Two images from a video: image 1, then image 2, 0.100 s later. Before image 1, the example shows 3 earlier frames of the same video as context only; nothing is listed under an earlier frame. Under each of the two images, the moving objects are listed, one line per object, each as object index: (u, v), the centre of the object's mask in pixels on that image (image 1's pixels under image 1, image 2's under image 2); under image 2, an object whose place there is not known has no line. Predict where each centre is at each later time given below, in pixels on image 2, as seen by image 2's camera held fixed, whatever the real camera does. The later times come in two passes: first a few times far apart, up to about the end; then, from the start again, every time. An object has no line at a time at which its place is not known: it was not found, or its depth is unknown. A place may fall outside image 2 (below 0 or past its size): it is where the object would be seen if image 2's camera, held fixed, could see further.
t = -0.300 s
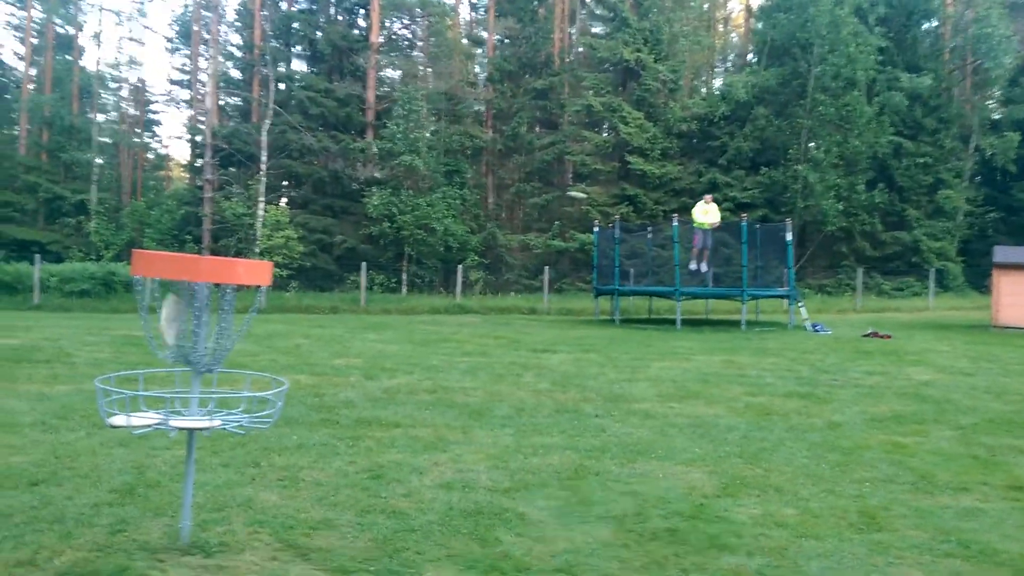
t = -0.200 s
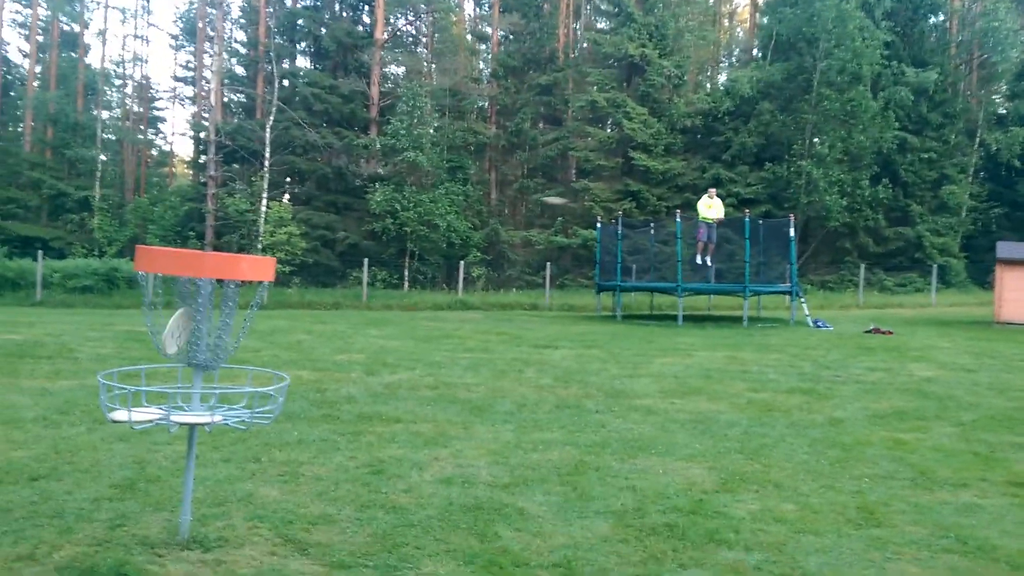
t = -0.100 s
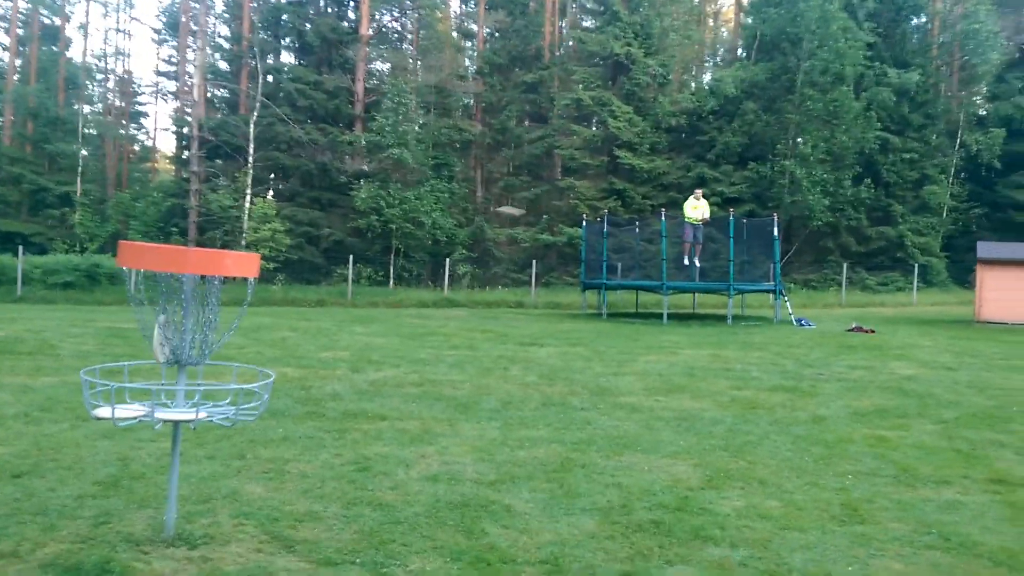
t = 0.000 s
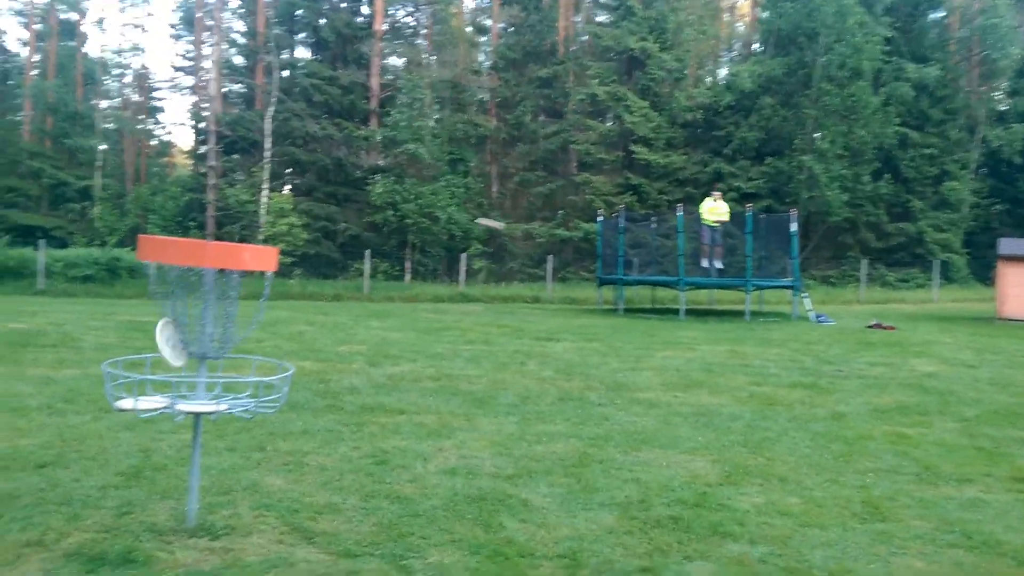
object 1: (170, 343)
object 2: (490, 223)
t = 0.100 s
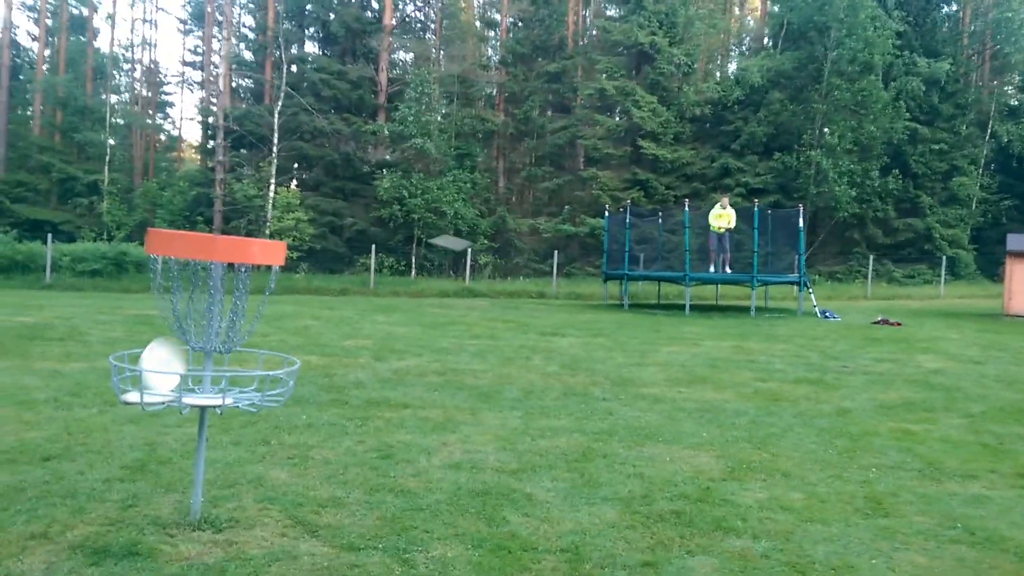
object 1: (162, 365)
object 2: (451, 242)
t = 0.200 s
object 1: (148, 361)
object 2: (392, 279)
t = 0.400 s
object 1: (153, 367)
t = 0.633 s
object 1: (149, 380)
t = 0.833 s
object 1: (155, 387)
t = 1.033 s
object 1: (151, 388)
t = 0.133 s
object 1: (156, 369)
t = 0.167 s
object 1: (150, 365)
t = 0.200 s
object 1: (148, 361)
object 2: (392, 279)
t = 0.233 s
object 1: (148, 358)
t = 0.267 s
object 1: (150, 360)
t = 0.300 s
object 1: (152, 363)
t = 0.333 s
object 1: (154, 368)
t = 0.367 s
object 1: (154, 369)
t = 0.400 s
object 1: (153, 367)
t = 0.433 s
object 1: (152, 366)
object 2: (83, 506)
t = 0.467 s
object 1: (150, 368)
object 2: (32, 554)
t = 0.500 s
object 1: (147, 372)
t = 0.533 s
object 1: (146, 372)
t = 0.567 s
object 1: (146, 372)
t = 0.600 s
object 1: (148, 375)
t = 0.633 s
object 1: (149, 380)
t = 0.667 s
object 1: (150, 384)
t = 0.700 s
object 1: (148, 387)
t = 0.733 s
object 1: (146, 387)
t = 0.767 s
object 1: (151, 386)
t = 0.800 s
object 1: (152, 389)
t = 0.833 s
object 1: (155, 387)
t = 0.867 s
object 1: (152, 387)
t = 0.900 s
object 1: (152, 387)
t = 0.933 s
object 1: (154, 388)
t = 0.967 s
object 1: (151, 388)
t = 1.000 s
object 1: (152, 387)
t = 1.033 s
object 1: (151, 388)
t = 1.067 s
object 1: (150, 388)
